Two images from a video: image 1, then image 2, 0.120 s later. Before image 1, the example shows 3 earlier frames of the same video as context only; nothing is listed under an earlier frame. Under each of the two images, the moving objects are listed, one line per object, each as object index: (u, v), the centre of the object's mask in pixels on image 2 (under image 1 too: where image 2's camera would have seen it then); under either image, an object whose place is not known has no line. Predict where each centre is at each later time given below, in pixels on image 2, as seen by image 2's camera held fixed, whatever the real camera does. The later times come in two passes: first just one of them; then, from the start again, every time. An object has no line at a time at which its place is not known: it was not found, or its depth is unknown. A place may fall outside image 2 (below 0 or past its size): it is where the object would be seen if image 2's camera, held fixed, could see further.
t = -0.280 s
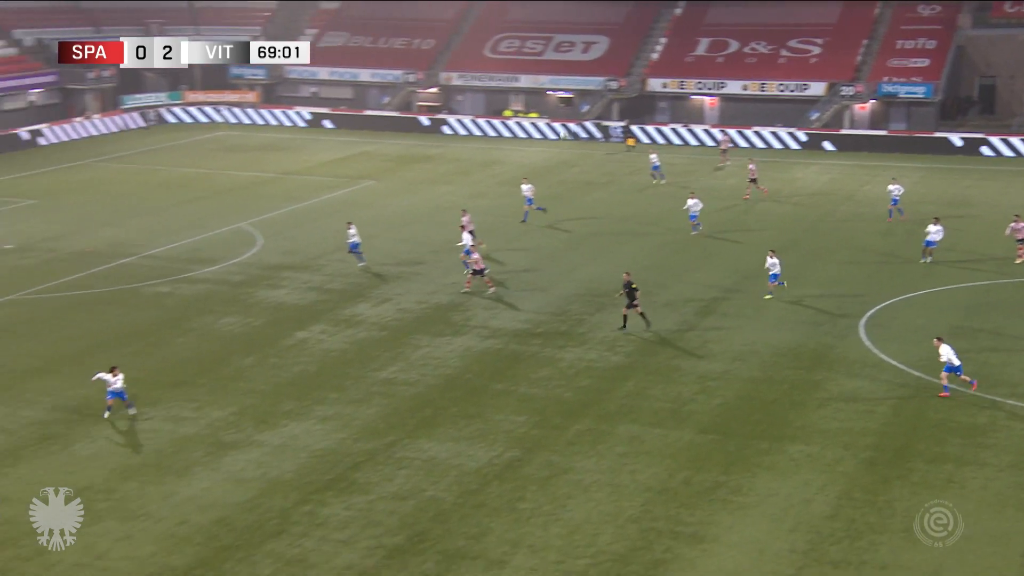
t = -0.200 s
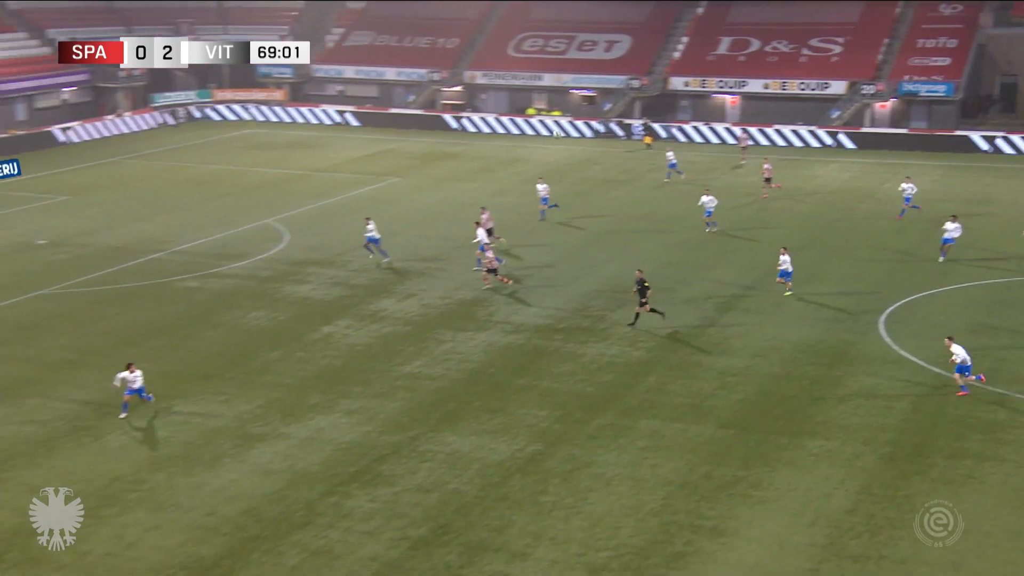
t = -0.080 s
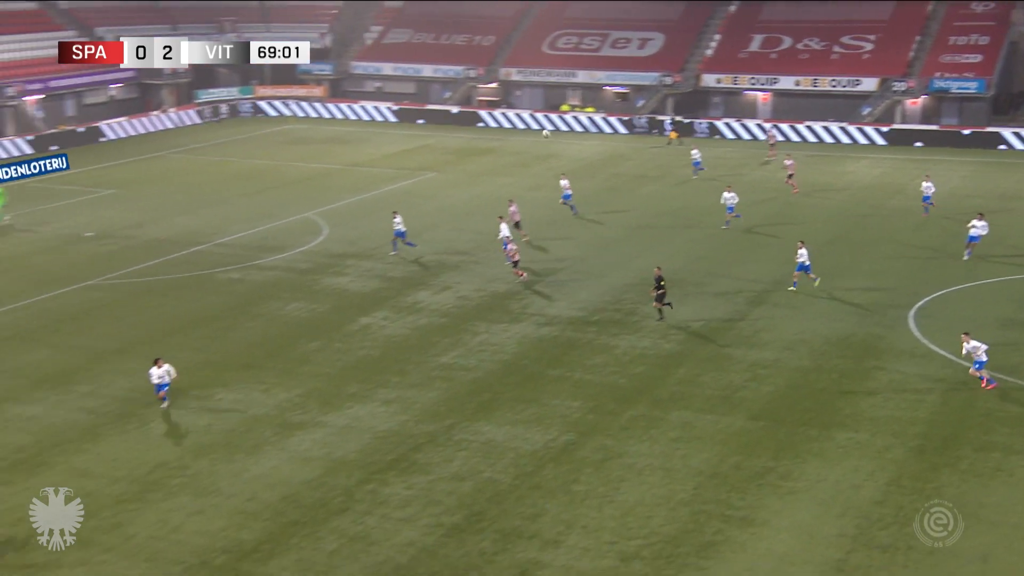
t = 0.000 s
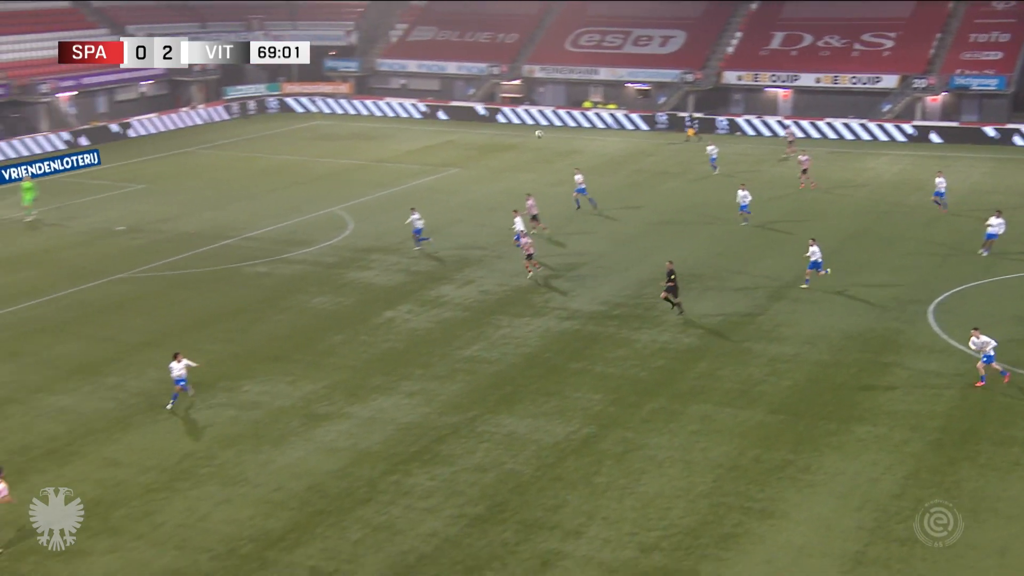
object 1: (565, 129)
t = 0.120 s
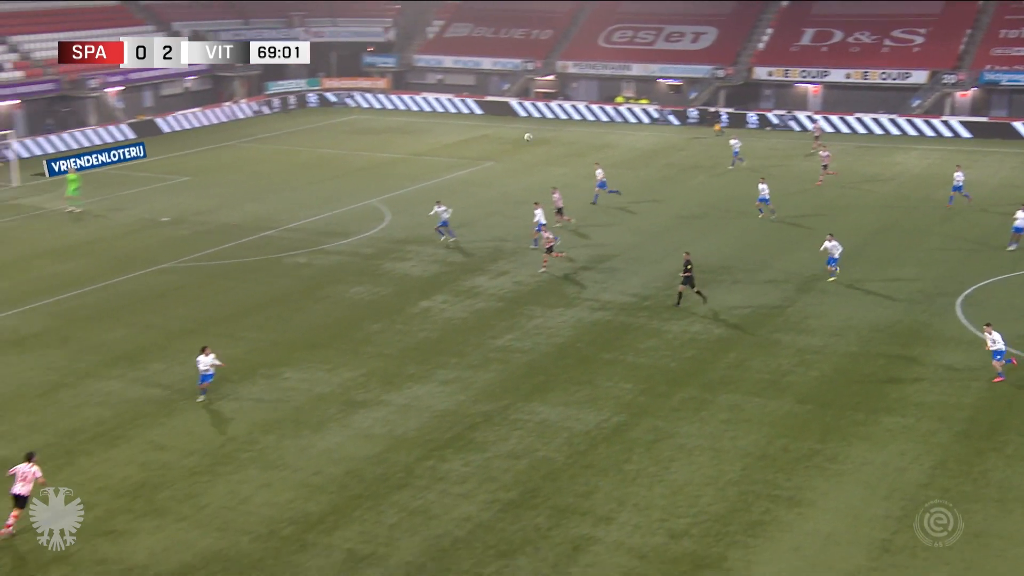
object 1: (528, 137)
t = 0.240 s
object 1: (489, 148)
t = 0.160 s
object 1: (515, 141)
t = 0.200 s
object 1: (502, 144)
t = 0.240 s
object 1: (489, 148)
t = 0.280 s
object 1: (476, 152)
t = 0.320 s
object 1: (463, 156)
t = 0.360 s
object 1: (450, 162)
